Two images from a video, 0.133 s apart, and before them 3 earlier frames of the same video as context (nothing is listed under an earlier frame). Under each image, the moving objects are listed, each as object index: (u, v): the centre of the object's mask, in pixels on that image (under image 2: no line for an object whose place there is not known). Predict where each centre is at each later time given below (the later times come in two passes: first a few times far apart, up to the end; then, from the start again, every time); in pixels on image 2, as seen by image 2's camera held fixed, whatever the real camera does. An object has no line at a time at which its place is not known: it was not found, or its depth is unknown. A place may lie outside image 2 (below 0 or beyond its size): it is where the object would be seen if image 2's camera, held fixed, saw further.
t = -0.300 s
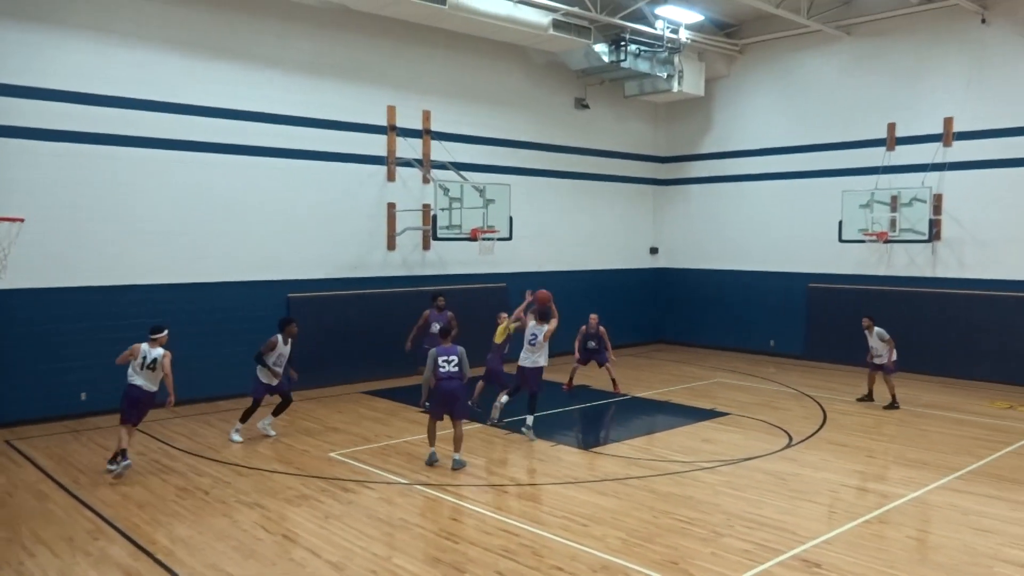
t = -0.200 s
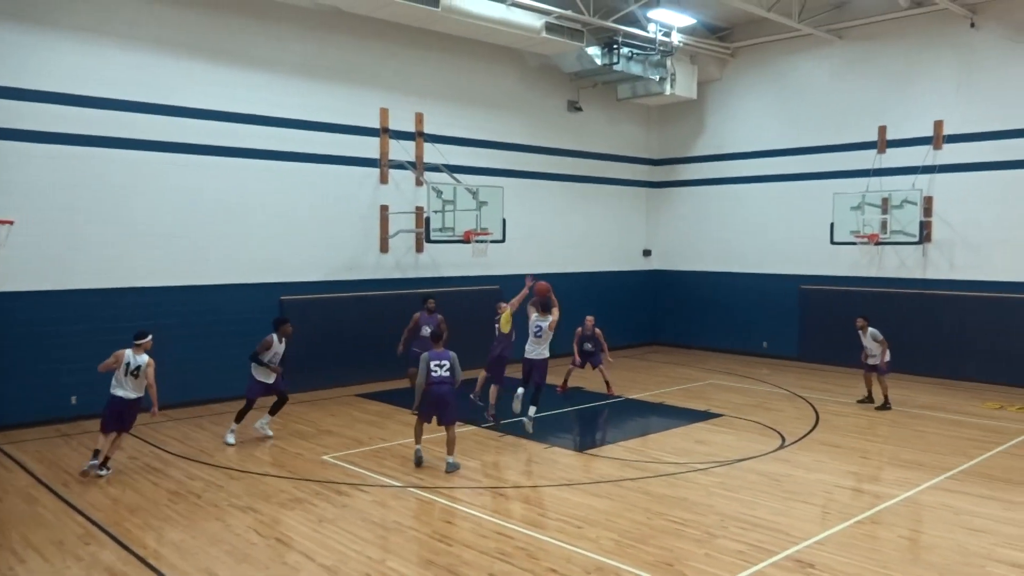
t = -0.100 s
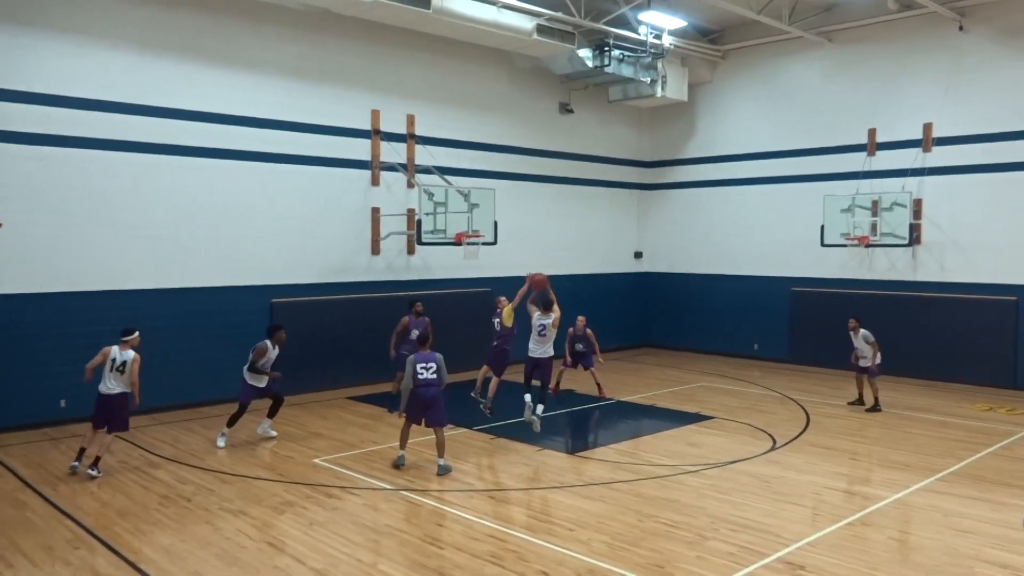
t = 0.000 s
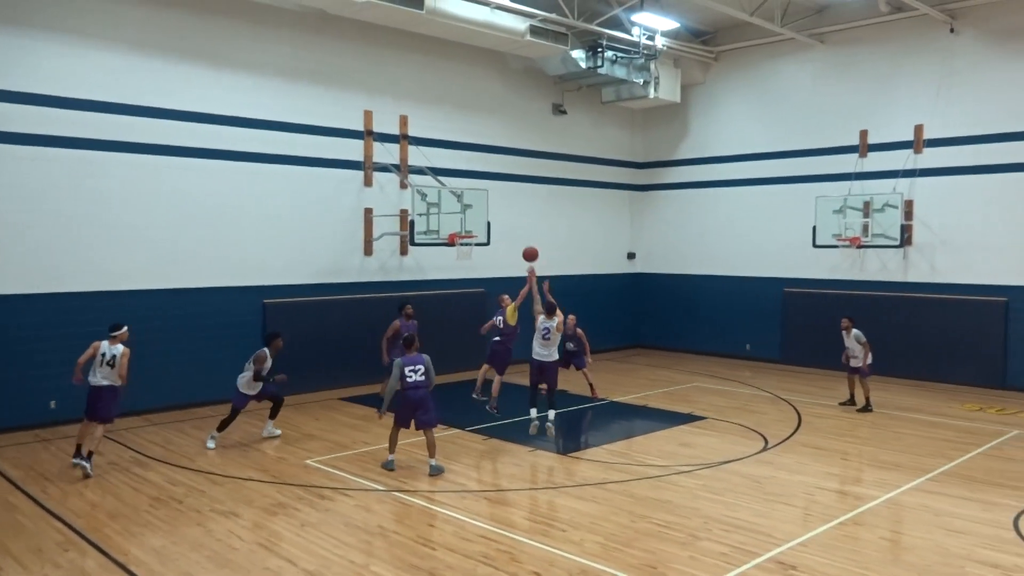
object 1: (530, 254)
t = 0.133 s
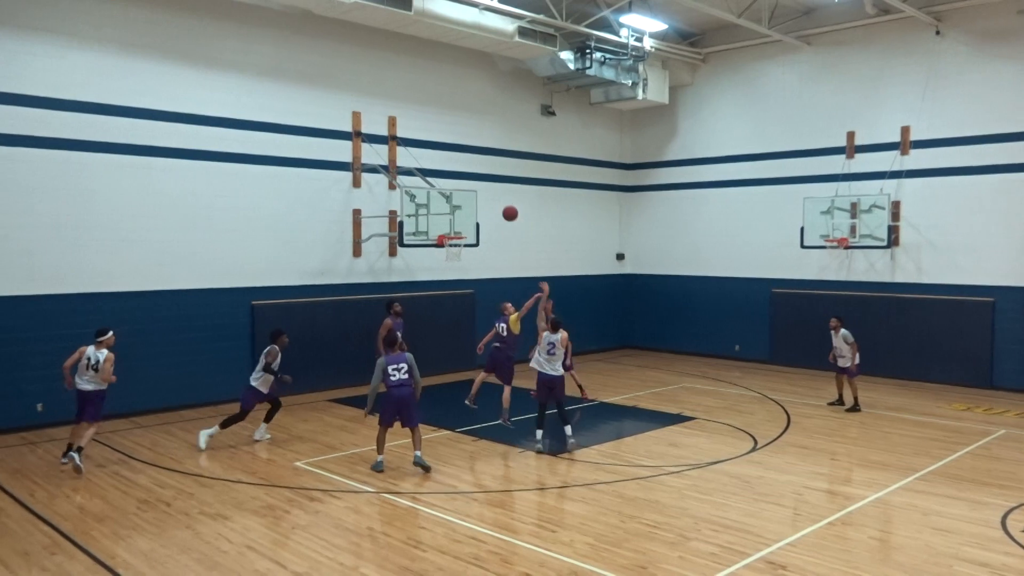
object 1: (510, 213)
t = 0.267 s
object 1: (499, 185)
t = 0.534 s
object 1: (483, 165)
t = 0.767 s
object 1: (470, 181)
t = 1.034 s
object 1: (457, 233)
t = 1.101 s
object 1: (460, 235)
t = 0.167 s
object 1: (507, 205)
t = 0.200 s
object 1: (504, 197)
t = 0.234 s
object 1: (502, 191)
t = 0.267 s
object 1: (499, 185)
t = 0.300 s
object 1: (497, 180)
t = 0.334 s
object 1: (494, 176)
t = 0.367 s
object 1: (493, 172)
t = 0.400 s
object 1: (491, 169)
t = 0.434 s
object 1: (489, 168)
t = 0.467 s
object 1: (487, 166)
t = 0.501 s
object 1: (485, 165)
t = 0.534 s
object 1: (483, 165)
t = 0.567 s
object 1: (481, 166)
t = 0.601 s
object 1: (479, 166)
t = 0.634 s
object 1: (477, 169)
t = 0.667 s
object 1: (476, 171)
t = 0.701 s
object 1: (473, 172)
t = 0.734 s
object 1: (472, 178)
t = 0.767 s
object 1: (470, 181)
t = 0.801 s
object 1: (468, 186)
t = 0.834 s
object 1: (466, 191)
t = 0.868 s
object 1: (465, 197)
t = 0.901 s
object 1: (463, 204)
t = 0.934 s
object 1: (461, 210)
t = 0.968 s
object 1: (459, 217)
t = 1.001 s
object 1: (458, 225)
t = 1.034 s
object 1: (457, 233)
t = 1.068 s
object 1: (458, 234)
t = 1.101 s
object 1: (460, 235)
